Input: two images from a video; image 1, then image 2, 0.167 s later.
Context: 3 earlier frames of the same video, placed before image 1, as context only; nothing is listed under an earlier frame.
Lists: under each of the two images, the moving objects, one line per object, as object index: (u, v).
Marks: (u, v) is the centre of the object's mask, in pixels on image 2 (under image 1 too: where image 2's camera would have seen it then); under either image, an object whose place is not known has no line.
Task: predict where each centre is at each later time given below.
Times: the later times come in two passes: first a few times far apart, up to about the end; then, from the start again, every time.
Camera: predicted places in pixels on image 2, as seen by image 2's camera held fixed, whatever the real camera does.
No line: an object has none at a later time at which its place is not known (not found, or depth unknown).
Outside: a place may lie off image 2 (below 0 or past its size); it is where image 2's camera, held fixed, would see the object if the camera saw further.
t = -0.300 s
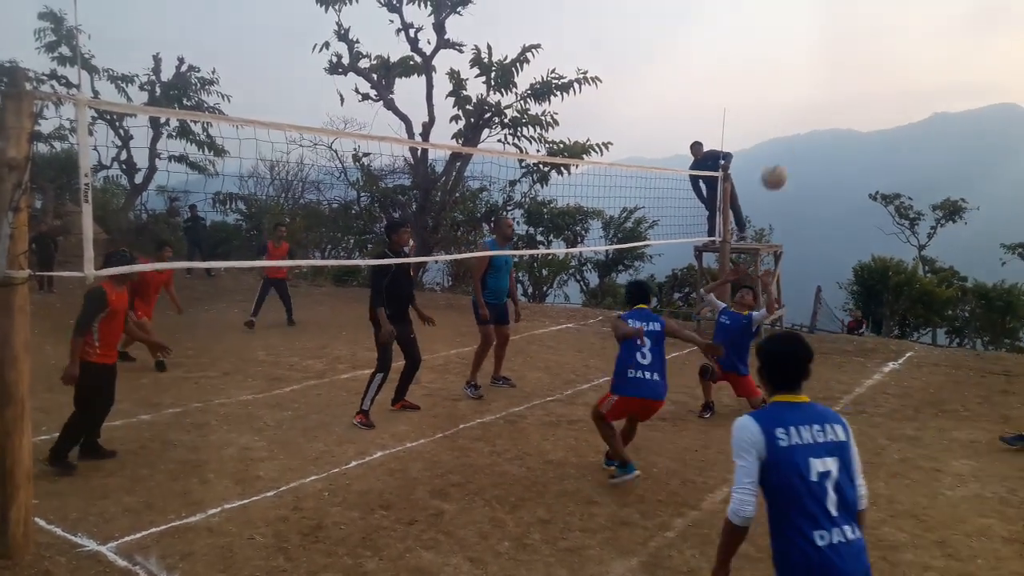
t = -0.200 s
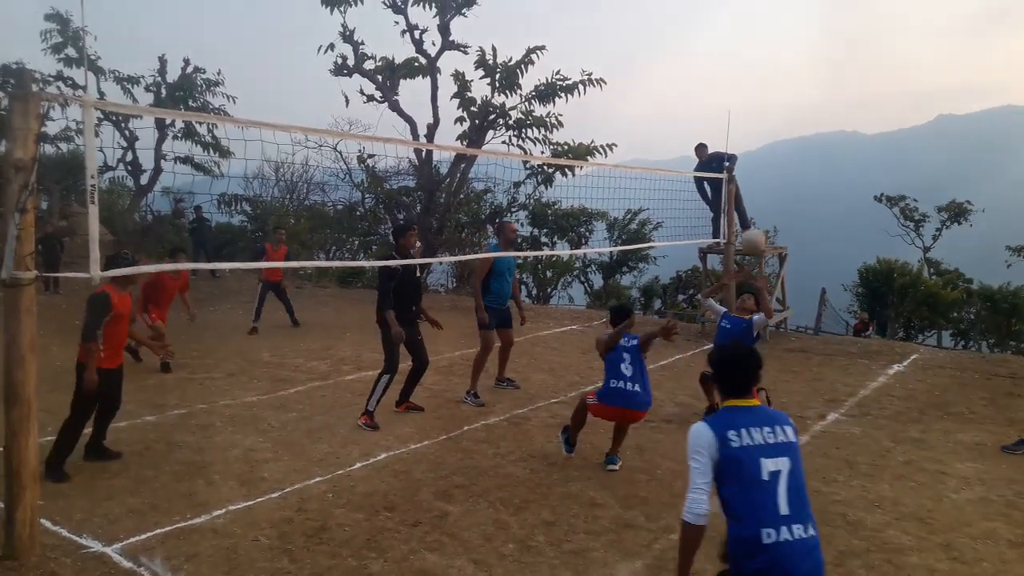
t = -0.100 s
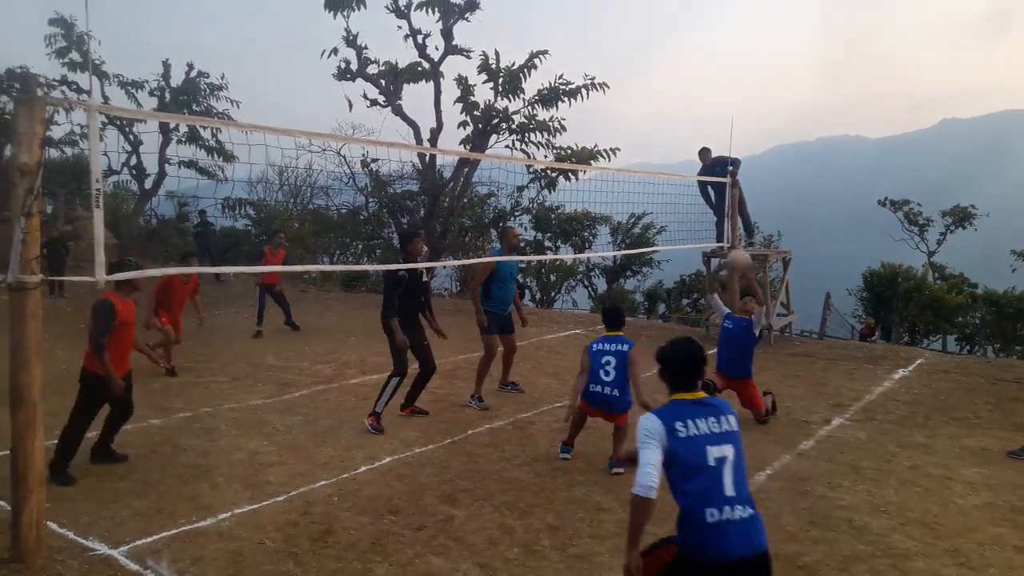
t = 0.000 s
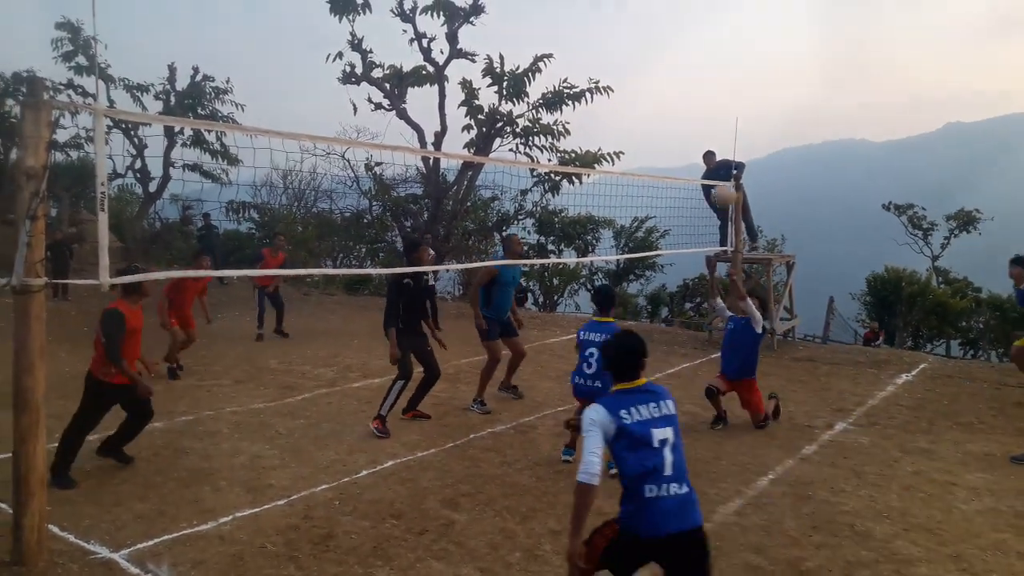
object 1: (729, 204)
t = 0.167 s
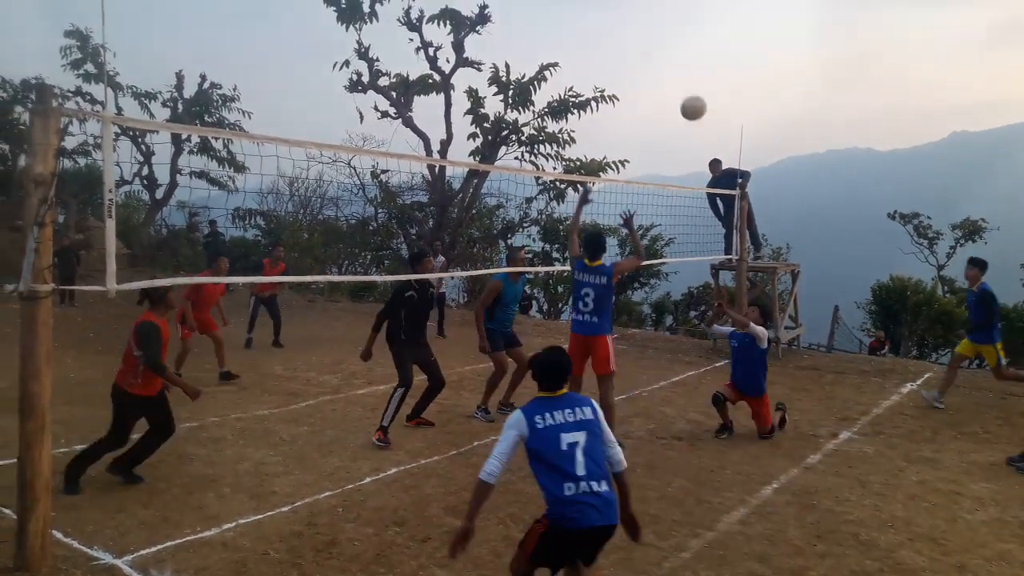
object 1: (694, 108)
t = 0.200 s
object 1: (686, 91)
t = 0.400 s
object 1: (634, 19)
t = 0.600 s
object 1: (578, -6)
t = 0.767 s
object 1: (523, 16)
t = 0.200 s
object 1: (686, 91)
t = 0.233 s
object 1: (677, 76)
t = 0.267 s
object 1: (669, 63)
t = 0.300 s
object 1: (661, 49)
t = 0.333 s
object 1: (652, 37)
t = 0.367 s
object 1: (643, 28)
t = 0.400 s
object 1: (634, 19)
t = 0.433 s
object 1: (626, 11)
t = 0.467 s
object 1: (616, 5)
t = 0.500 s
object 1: (606, -1)
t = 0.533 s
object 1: (598, -4)
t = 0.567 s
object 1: (587, -6)
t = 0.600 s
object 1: (578, -6)
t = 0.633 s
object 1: (568, -5)
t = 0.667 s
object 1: (556, -2)
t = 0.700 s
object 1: (546, 2)
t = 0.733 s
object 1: (535, 8)
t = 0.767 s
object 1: (523, 16)
